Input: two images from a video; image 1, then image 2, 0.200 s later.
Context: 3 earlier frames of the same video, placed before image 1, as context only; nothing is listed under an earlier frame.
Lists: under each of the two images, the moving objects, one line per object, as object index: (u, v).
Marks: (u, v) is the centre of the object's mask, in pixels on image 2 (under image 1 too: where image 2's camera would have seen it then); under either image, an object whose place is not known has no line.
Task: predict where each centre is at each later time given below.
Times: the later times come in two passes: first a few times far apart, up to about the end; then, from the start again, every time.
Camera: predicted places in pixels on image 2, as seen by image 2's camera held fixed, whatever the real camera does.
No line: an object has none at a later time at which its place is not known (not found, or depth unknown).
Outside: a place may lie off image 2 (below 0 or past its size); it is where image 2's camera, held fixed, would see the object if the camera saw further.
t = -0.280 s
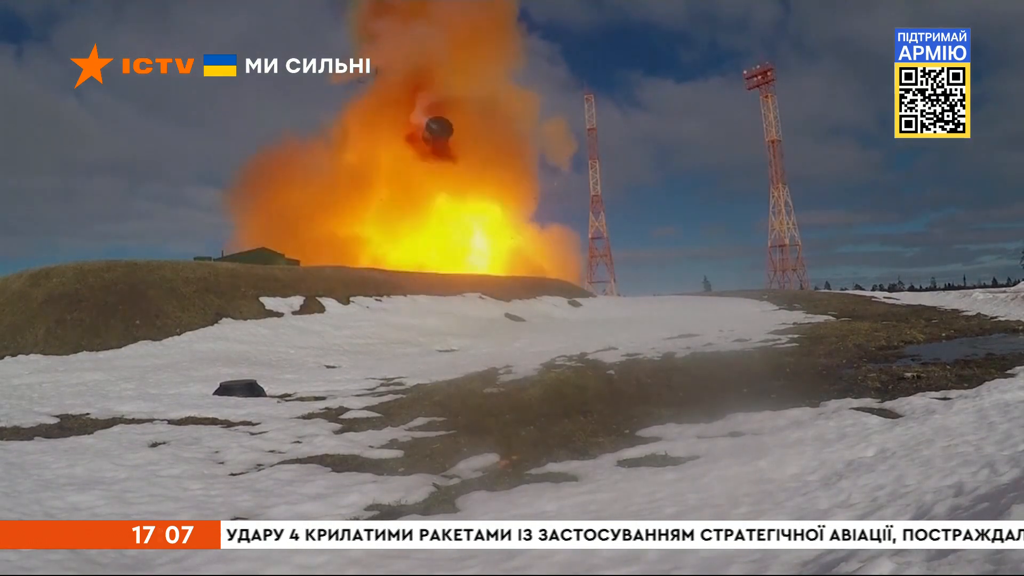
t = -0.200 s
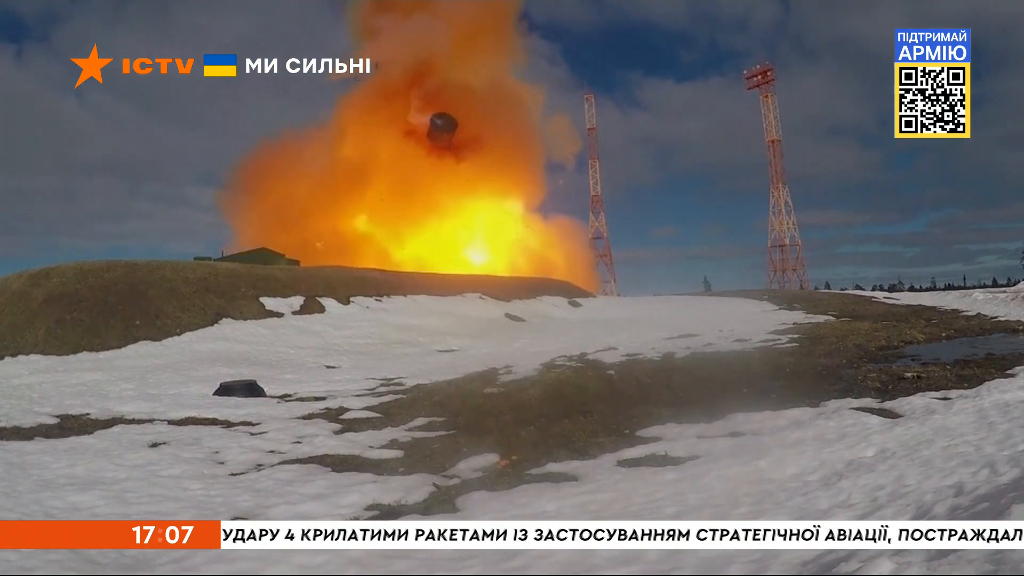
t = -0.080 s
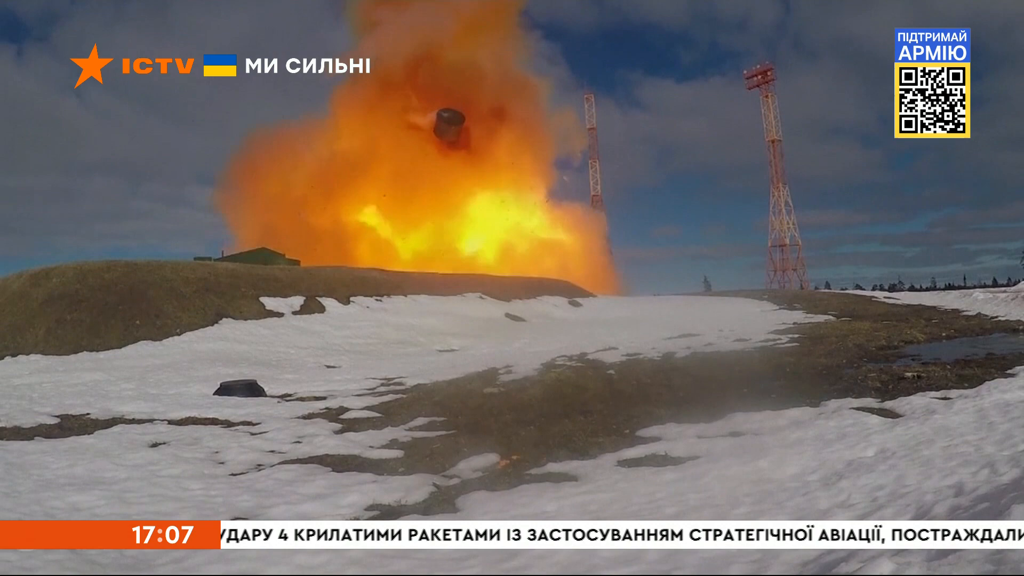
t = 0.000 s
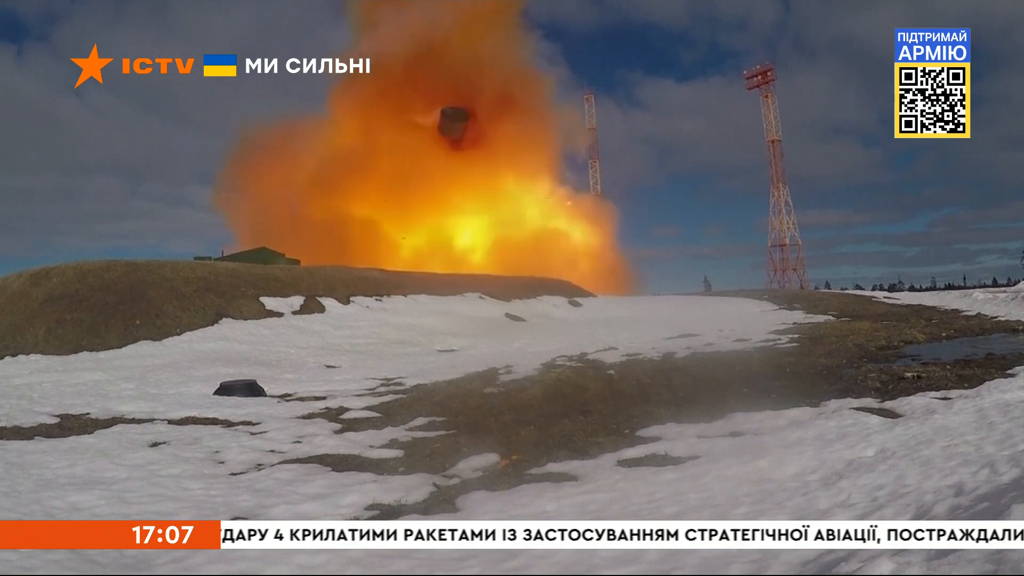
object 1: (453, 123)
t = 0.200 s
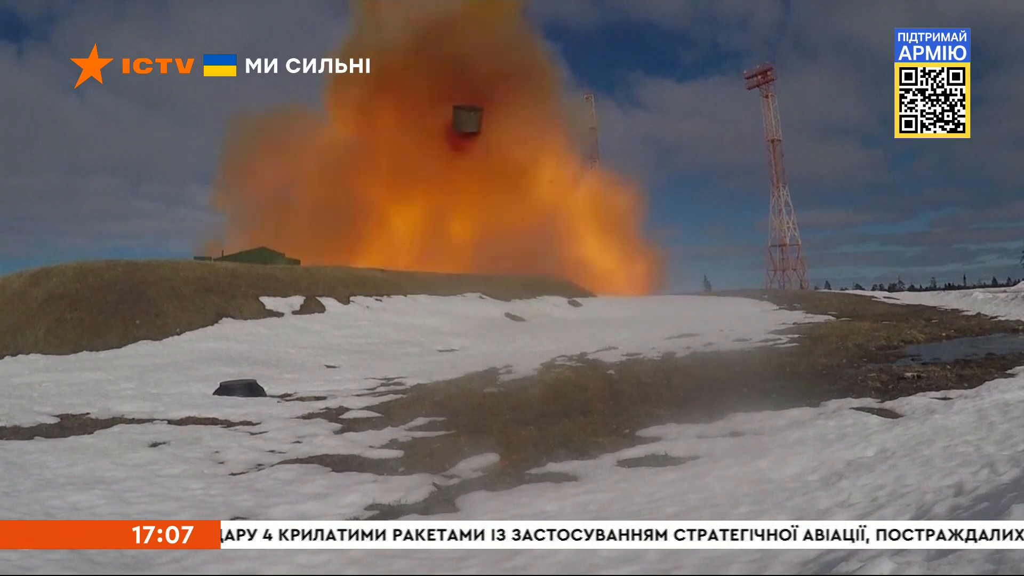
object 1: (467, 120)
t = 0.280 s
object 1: (471, 119)
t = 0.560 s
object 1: (495, 118)
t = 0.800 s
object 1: (517, 125)
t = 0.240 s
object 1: (469, 119)
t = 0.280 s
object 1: (471, 119)
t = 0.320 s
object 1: (475, 118)
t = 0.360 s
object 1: (478, 118)
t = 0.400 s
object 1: (481, 118)
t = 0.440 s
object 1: (484, 118)
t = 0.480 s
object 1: (488, 118)
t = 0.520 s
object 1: (492, 117)
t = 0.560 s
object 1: (495, 118)
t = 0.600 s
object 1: (498, 119)
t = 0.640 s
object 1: (501, 120)
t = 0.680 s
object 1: (506, 121)
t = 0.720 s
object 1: (509, 121)
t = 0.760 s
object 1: (513, 122)
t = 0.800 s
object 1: (517, 125)
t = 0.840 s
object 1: (521, 127)
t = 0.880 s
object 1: (526, 129)
